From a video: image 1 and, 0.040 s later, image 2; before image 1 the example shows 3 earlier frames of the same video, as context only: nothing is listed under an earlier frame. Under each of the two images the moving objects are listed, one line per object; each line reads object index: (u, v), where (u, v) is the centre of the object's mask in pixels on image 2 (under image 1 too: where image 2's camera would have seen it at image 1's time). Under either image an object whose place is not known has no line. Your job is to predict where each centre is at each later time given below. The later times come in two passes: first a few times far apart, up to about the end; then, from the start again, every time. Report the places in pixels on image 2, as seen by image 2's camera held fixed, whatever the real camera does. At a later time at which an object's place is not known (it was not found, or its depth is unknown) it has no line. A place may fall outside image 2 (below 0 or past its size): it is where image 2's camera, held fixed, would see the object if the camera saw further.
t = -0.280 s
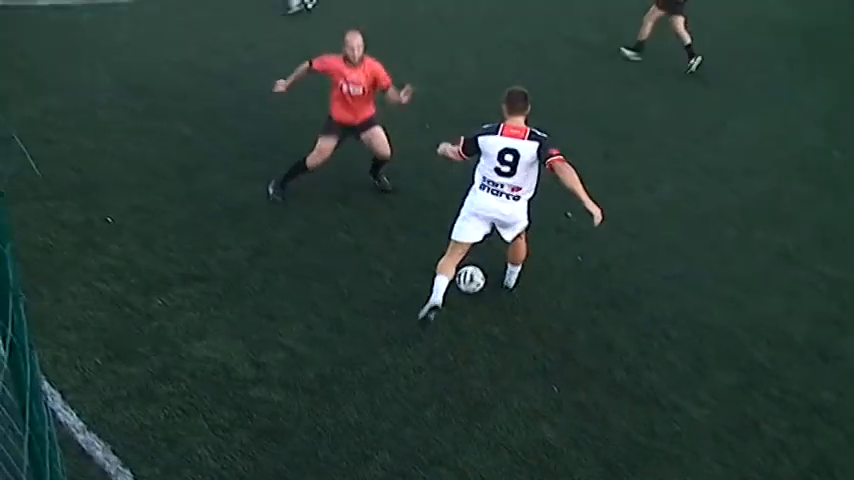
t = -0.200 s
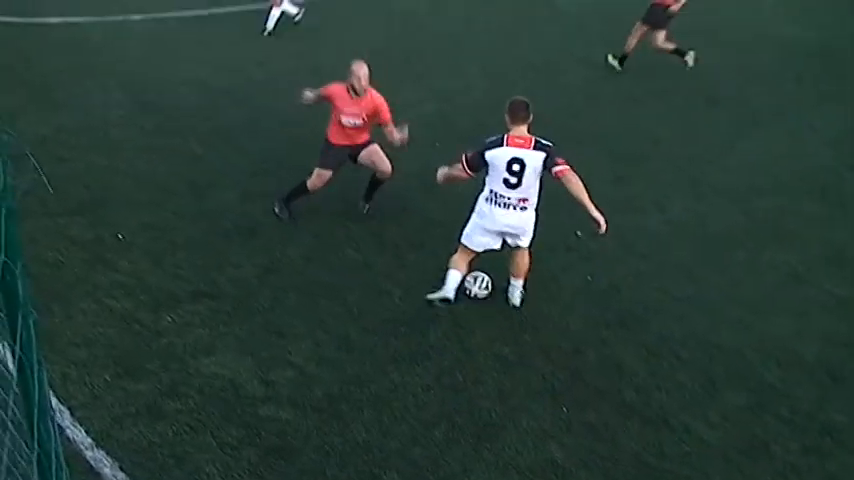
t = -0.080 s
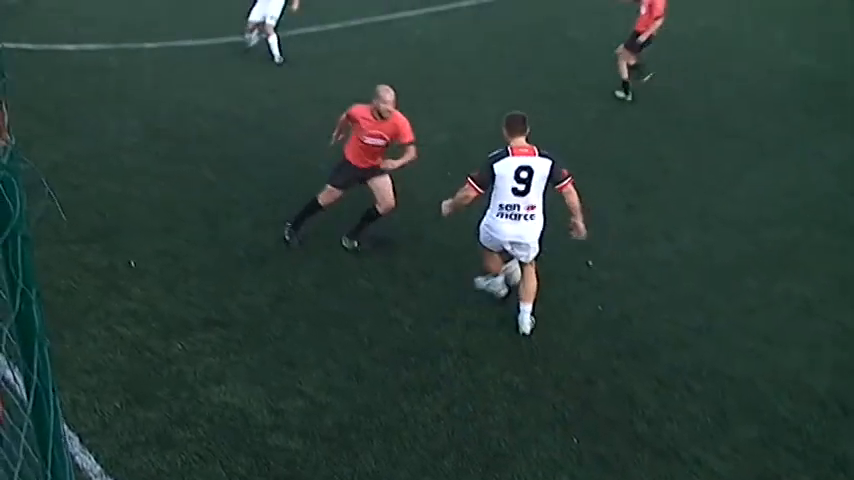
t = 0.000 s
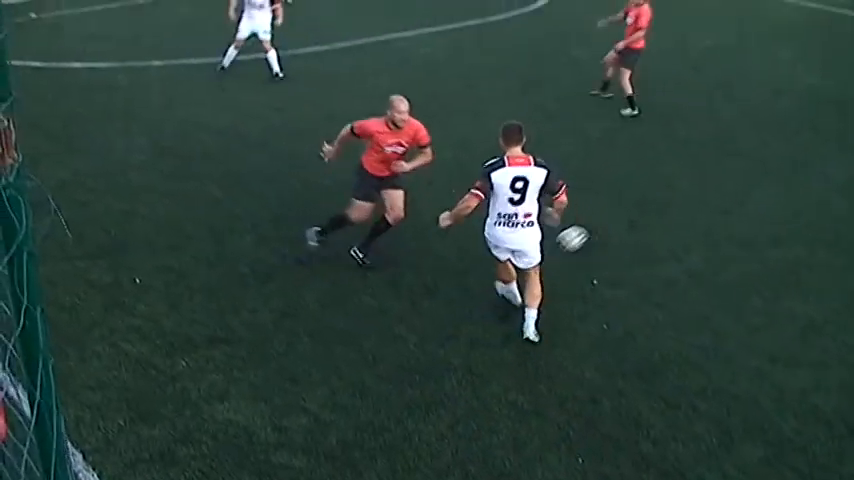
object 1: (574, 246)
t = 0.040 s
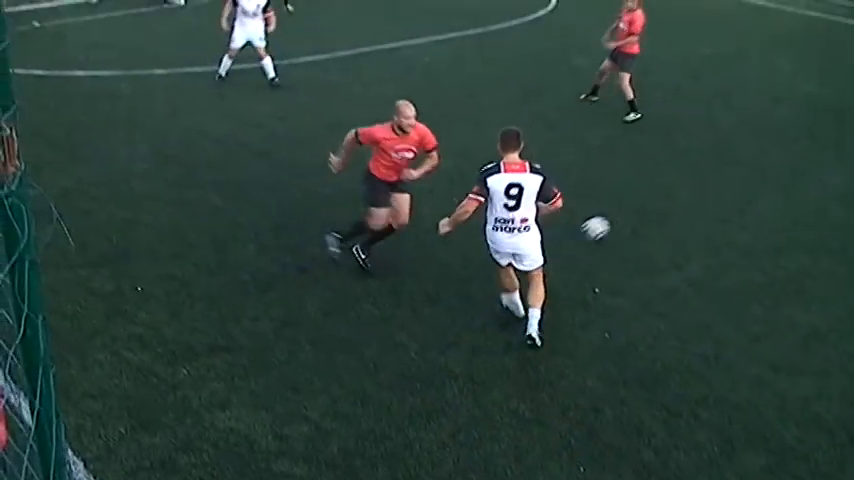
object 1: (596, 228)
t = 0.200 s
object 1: (663, 172)
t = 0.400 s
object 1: (717, 124)
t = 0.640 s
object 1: (757, 85)
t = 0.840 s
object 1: (781, 67)
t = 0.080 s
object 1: (615, 212)
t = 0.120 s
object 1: (632, 199)
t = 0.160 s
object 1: (648, 184)
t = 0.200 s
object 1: (663, 172)
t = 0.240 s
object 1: (676, 162)
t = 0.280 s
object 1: (688, 152)
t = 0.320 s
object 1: (698, 142)
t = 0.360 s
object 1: (708, 132)
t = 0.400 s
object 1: (717, 124)
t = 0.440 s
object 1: (725, 117)
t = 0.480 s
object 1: (733, 112)
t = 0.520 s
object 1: (739, 104)
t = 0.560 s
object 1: (746, 96)
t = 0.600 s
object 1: (751, 90)
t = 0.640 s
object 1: (757, 85)
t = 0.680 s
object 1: (762, 81)
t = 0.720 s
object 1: (767, 79)
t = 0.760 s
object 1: (771, 76)
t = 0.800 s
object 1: (776, 71)
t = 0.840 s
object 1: (781, 67)
